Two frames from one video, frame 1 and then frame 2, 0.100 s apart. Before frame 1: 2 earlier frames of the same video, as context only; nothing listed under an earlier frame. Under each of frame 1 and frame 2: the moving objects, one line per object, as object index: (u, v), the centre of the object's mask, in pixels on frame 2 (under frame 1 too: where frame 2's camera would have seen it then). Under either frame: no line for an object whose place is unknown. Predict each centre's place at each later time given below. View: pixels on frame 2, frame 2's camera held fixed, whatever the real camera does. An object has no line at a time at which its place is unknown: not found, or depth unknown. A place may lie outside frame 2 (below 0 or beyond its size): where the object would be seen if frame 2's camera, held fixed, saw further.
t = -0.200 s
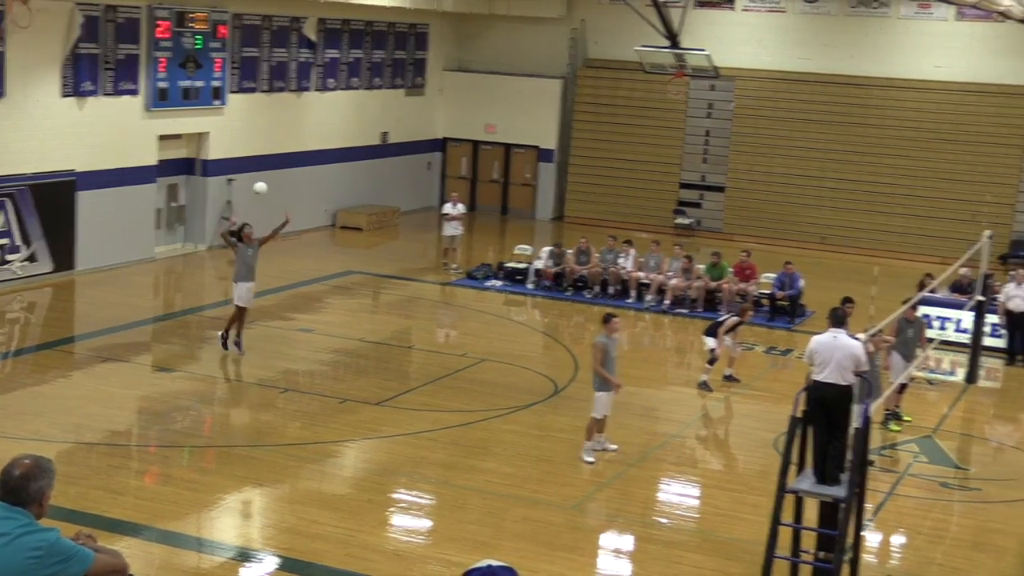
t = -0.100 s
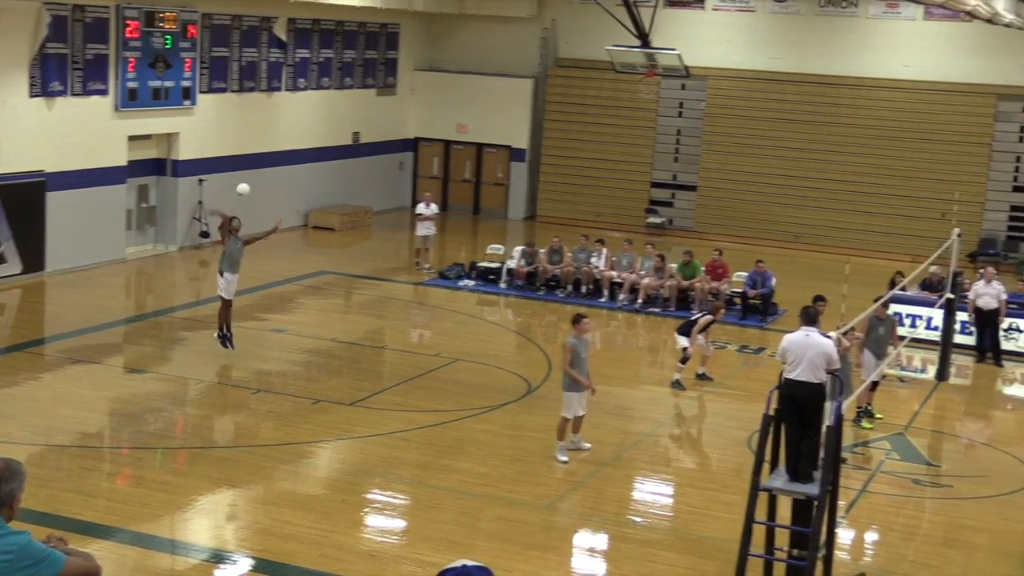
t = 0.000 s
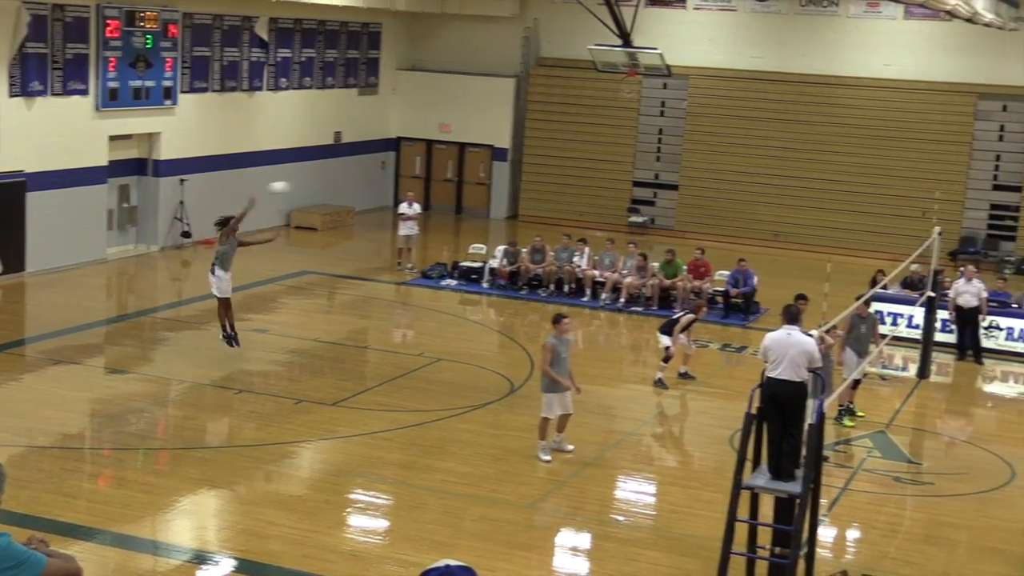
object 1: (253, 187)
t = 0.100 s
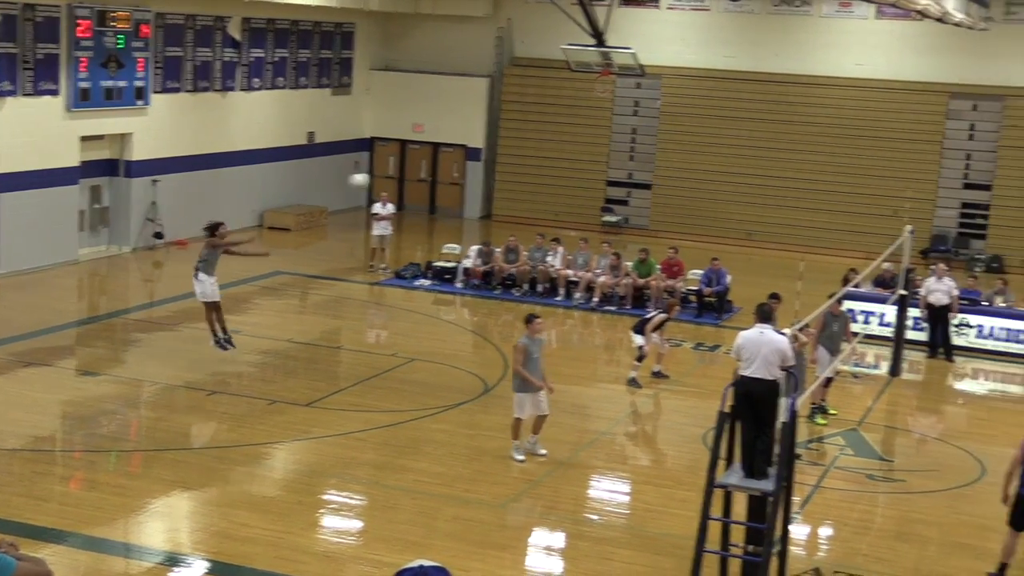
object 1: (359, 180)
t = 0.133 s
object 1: (394, 178)
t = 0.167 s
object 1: (428, 177)
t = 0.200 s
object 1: (461, 177)
